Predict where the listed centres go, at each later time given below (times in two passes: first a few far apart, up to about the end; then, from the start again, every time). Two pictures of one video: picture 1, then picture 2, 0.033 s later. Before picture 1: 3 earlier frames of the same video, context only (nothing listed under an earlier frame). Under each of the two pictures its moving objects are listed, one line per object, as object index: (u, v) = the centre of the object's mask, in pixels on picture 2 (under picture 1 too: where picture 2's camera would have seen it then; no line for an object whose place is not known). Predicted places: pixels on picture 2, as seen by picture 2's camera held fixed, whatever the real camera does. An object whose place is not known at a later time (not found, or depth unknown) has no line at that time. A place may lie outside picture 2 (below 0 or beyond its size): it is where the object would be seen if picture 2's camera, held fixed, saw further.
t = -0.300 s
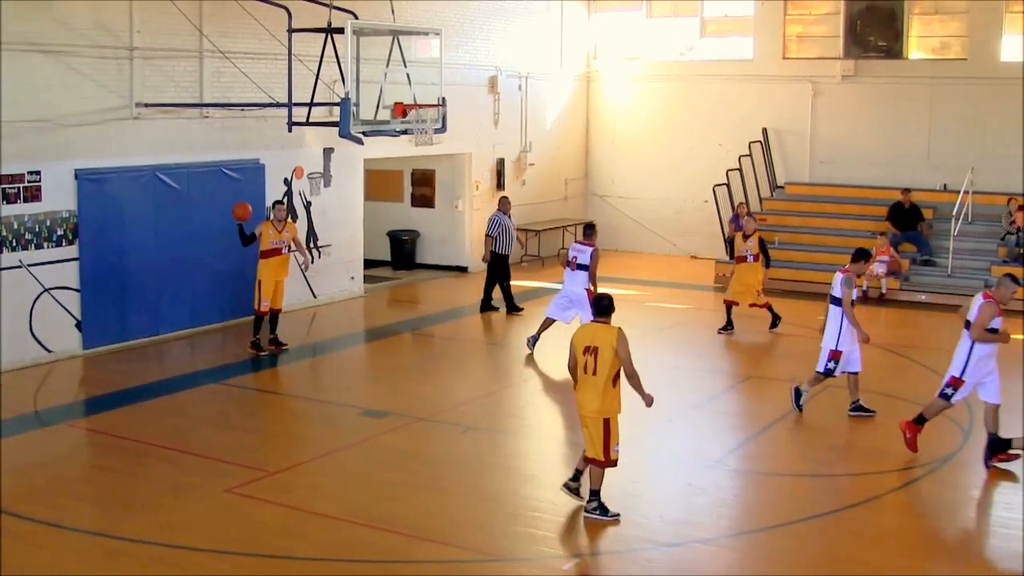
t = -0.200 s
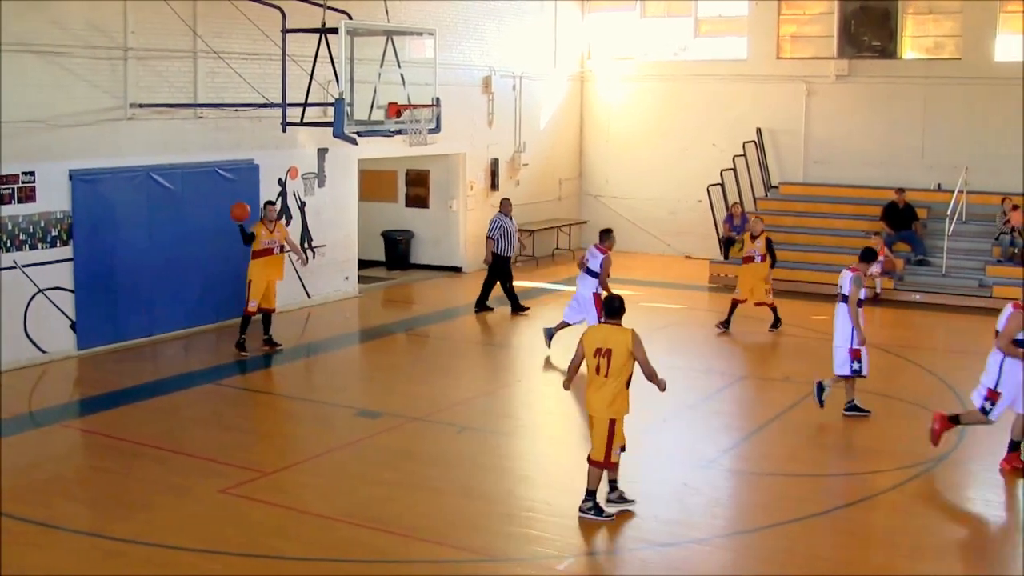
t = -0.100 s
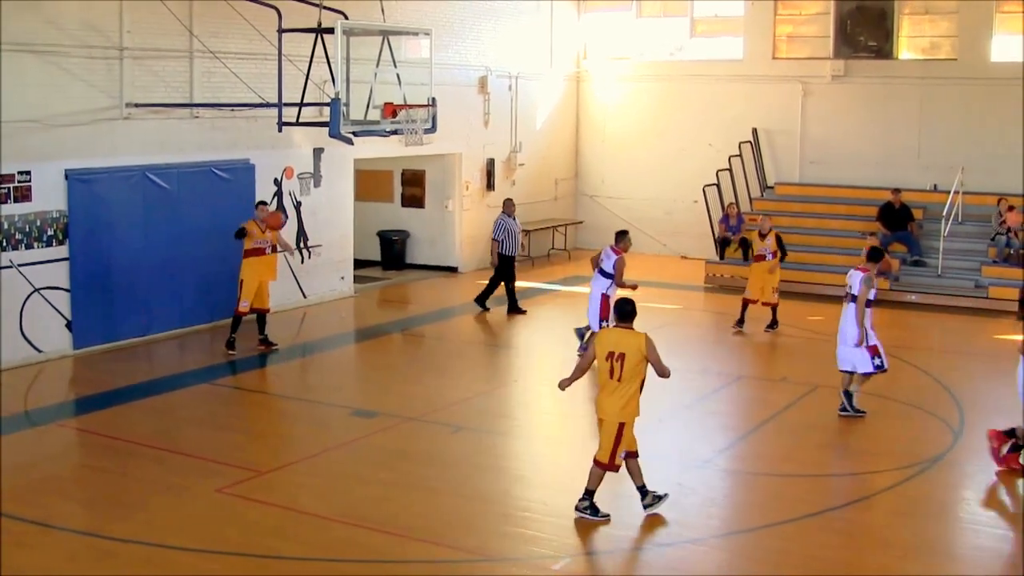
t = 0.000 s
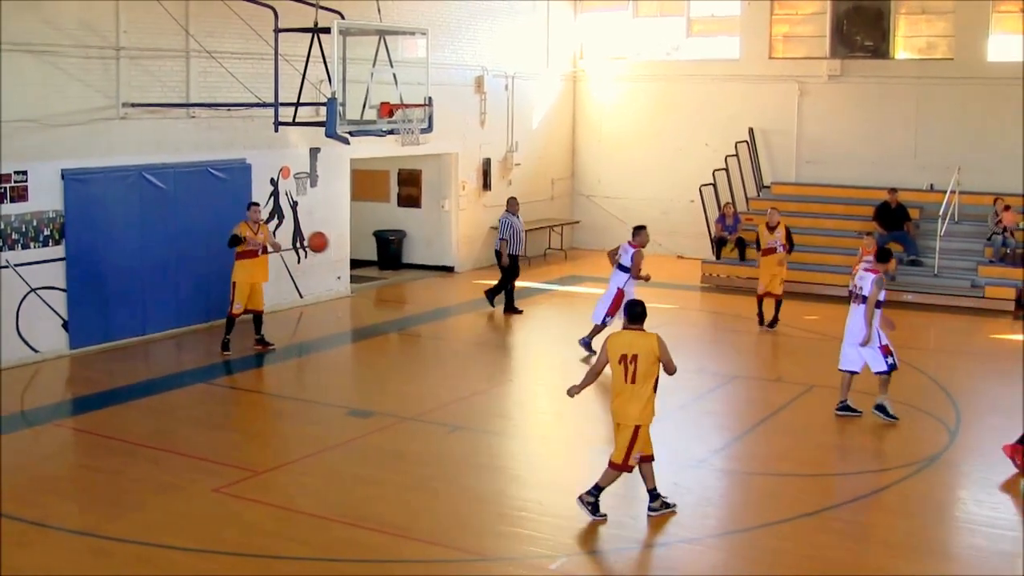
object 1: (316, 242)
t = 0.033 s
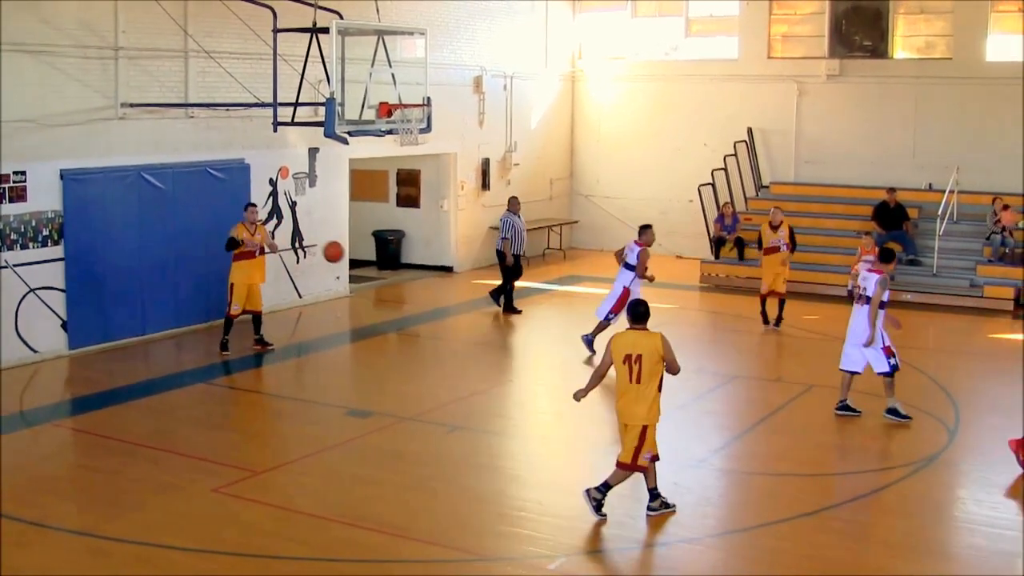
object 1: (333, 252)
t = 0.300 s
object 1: (487, 382)
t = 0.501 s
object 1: (573, 383)
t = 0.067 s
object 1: (351, 263)
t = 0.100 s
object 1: (369, 275)
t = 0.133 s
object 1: (386, 290)
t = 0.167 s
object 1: (405, 305)
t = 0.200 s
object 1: (425, 322)
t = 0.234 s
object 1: (445, 340)
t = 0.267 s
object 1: (466, 361)
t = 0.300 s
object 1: (487, 382)
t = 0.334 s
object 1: (509, 406)
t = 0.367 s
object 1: (530, 429)
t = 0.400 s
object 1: (541, 417)
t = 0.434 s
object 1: (551, 405)
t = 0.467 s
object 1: (562, 394)
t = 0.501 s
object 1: (573, 383)
